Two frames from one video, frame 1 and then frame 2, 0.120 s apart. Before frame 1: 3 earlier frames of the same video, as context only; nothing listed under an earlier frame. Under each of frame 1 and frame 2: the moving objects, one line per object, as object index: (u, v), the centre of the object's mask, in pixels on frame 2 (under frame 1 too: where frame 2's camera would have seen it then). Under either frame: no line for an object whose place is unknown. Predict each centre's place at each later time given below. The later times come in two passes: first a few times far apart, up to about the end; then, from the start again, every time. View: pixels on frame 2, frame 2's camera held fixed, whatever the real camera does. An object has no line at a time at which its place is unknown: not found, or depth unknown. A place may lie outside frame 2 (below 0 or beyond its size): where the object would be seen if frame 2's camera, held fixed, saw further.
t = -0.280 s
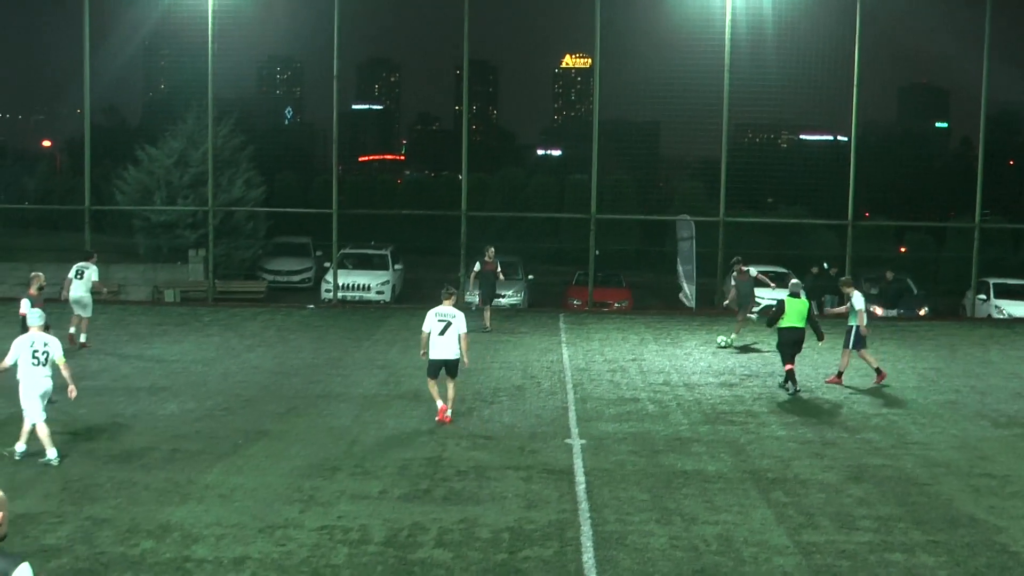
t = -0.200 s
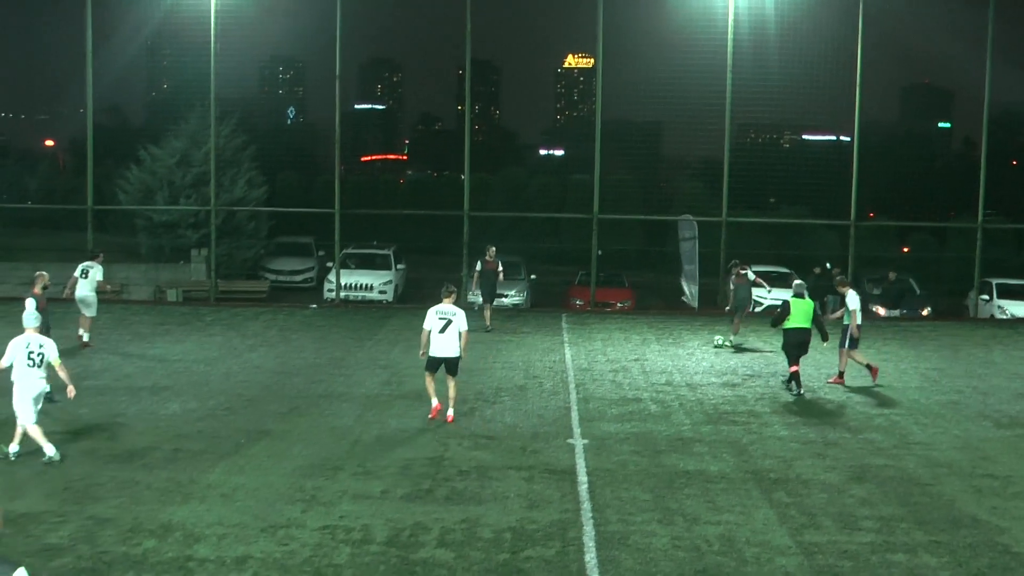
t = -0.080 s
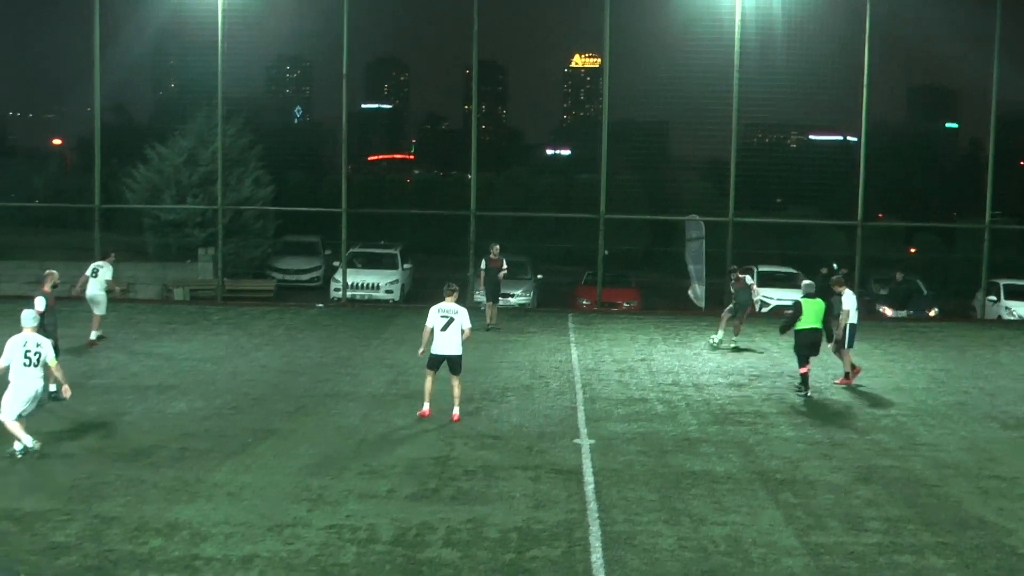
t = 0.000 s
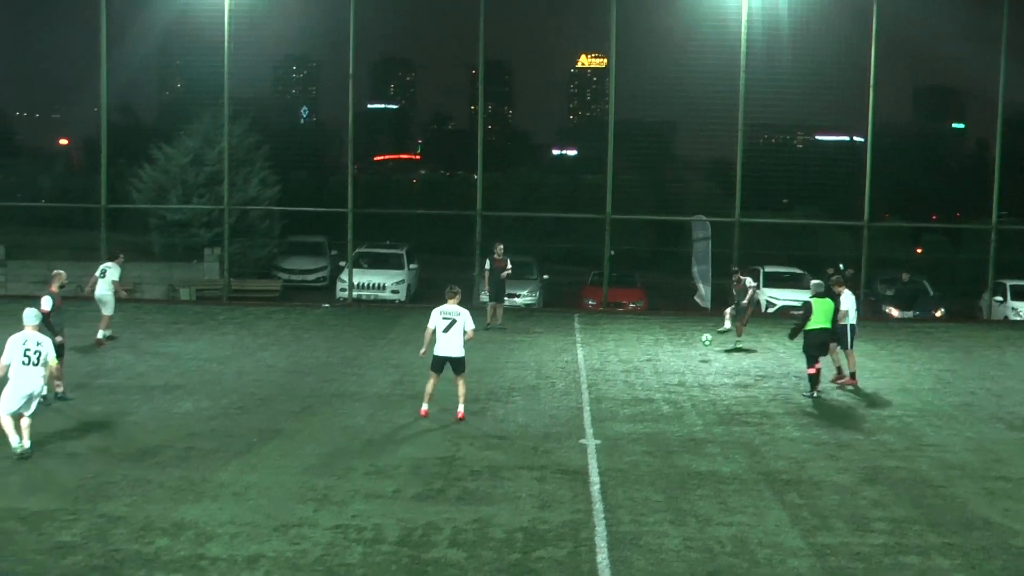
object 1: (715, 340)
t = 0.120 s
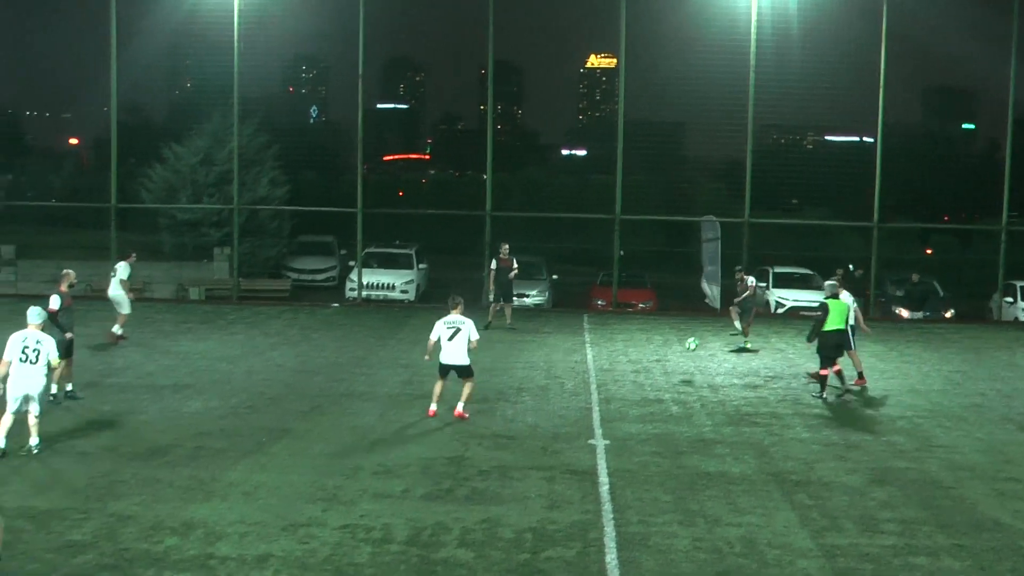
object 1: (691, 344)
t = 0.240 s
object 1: (666, 362)
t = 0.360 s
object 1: (636, 396)
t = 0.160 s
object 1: (683, 349)
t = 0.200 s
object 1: (675, 354)
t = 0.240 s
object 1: (666, 362)
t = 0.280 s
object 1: (656, 371)
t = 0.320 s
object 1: (646, 381)
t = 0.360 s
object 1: (636, 396)
